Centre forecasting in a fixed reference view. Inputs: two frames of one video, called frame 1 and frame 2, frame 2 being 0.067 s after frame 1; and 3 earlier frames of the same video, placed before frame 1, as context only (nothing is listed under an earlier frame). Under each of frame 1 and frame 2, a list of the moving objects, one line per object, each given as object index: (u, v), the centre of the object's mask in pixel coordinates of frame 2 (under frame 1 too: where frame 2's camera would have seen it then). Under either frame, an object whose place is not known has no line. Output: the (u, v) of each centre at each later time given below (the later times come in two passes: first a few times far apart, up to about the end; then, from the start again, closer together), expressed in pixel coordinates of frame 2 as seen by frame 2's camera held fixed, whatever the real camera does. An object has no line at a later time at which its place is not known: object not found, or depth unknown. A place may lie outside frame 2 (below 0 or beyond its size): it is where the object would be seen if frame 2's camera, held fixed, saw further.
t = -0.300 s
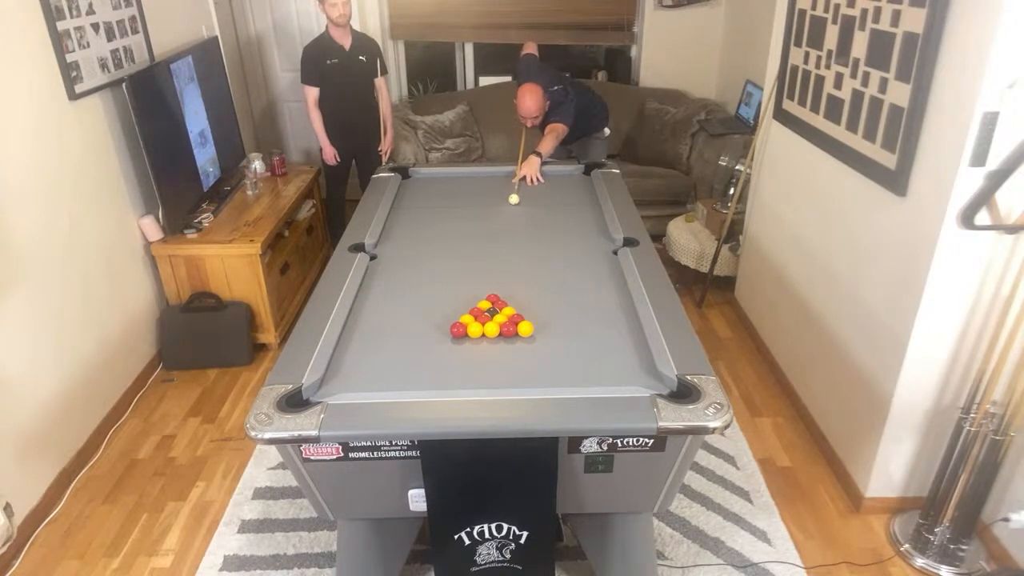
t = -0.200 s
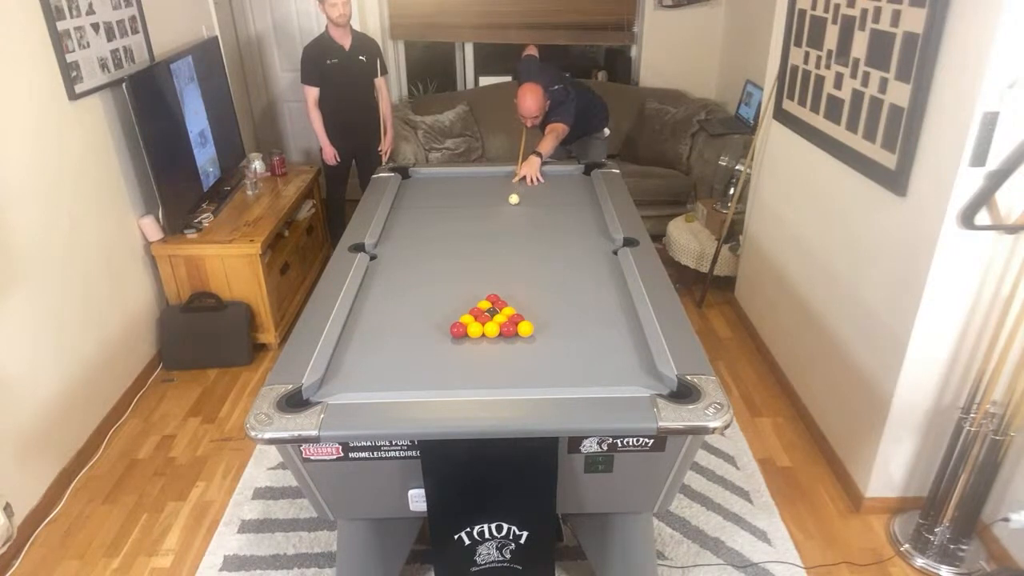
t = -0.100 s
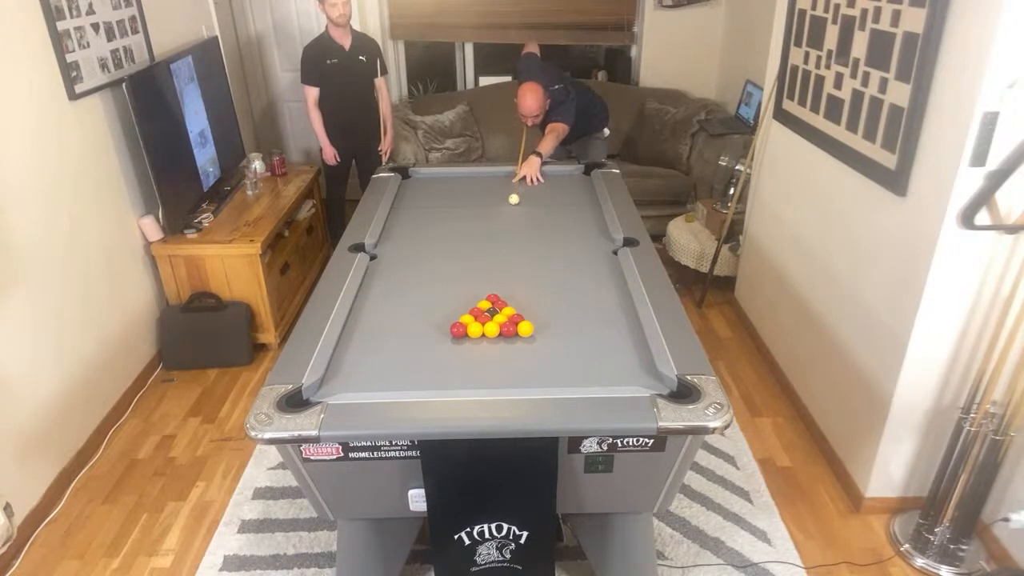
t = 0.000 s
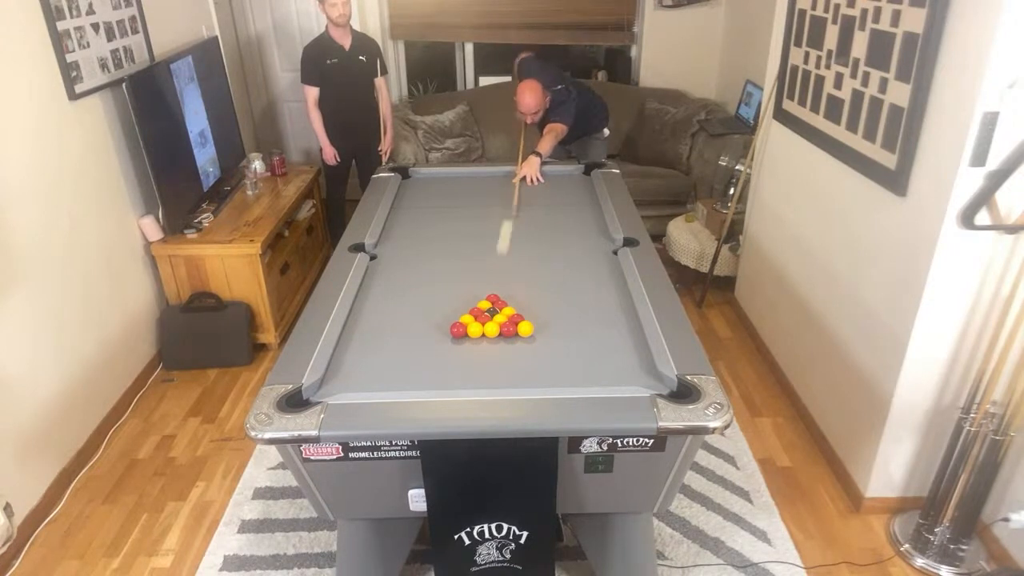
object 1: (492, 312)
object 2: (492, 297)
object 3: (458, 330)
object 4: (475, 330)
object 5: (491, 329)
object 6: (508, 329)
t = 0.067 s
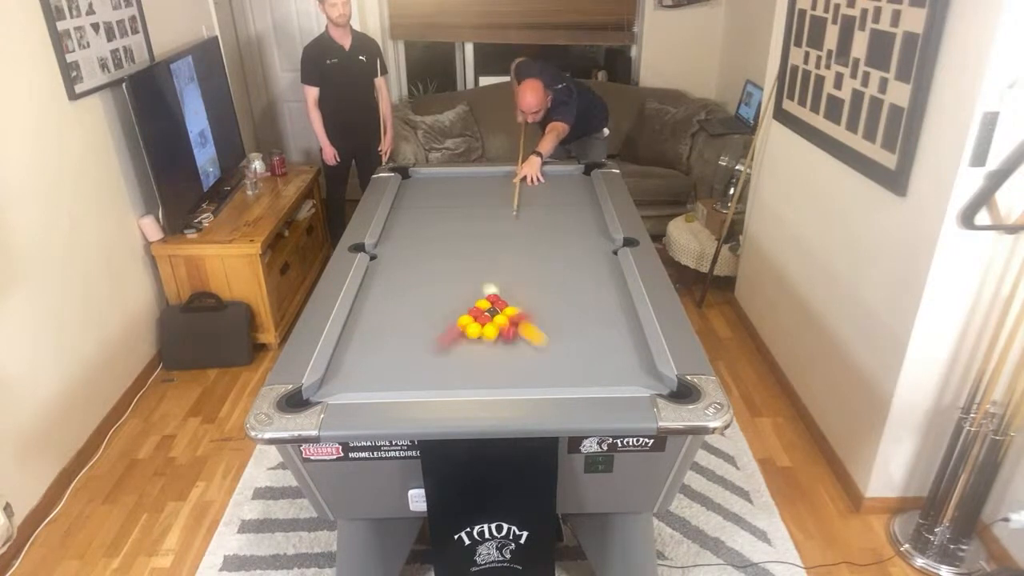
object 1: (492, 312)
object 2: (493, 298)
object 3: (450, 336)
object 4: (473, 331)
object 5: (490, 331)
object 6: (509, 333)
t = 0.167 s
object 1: (495, 314)
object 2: (494, 291)
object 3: (378, 378)
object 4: (464, 336)
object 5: (478, 353)
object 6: (506, 362)
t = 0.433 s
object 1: (498, 314)
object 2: (497, 273)
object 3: (397, 279)
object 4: (440, 350)
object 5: (455, 372)
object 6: (505, 351)
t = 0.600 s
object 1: (500, 314)
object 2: (499, 263)
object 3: (434, 245)
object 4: (425, 358)
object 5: (449, 354)
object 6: (493, 340)
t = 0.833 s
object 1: (501, 314)
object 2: (501, 249)
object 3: (474, 205)
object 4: (404, 370)
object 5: (441, 331)
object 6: (476, 341)
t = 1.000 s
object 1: (502, 313)
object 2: (501, 241)
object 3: (497, 183)
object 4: (389, 379)
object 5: (436, 317)
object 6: (465, 342)
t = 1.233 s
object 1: (501, 314)
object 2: (502, 230)
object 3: (535, 185)
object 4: (370, 386)
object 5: (429, 299)
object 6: (451, 342)
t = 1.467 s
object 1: (501, 313)
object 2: (503, 221)
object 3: (581, 202)
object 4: (360, 382)
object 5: (423, 283)
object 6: (439, 343)
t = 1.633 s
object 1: (501, 314)
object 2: (504, 214)
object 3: (583, 216)
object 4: (353, 378)
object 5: (419, 274)
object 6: (430, 344)
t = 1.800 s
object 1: (501, 314)
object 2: (505, 208)
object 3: (566, 230)
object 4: (352, 377)
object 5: (415, 264)
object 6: (423, 344)
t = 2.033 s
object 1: (501, 314)
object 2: (505, 201)
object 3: (539, 252)
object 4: (355, 377)
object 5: (410, 252)
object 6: (414, 344)
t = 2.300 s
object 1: (501, 314)
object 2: (505, 193)
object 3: (505, 281)
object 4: (357, 376)
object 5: (413, 242)
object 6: (404, 344)
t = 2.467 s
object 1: (501, 314)
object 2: (505, 189)
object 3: (481, 302)
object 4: (357, 376)
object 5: (420, 238)
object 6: (400, 344)
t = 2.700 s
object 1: (501, 314)
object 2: (505, 184)
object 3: (442, 332)
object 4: (357, 376)
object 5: (430, 232)
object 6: (394, 344)
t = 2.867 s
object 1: (501, 314)
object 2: (505, 180)
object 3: (411, 356)
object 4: (357, 376)
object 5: (436, 229)
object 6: (390, 343)
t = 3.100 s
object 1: (501, 314)
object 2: (504, 175)
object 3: (367, 384)
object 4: (355, 375)
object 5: (444, 224)
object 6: (387, 343)
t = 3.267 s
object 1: (501, 314)
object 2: (504, 174)
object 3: (363, 383)
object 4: (368, 367)
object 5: (444, 227)
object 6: (386, 343)
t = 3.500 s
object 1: (501, 314)
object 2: (504, 176)
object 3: (358, 381)
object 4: (394, 358)
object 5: (441, 228)
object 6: (384, 343)
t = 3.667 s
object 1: (501, 314)
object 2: (503, 177)
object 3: (355, 380)
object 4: (410, 351)
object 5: (438, 228)
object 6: (384, 343)
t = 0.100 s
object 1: (493, 312)
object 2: (492, 295)
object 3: (423, 358)
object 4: (470, 332)
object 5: (486, 338)
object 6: (507, 341)
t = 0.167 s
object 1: (495, 314)
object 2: (494, 291)
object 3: (378, 378)
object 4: (464, 336)
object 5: (478, 353)
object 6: (506, 362)
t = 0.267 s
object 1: (496, 315)
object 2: (495, 284)
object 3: (357, 330)
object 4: (455, 341)
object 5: (466, 373)
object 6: (504, 381)
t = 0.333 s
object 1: (497, 315)
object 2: (496, 279)
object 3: (366, 306)
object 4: (449, 345)
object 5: (459, 383)
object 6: (504, 369)
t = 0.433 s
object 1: (498, 314)
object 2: (497, 273)
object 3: (397, 279)
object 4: (440, 350)
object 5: (455, 372)
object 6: (505, 351)
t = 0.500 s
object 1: (499, 314)
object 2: (498, 269)
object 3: (413, 264)
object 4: (433, 353)
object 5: (453, 364)
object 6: (503, 343)
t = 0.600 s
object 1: (500, 314)
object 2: (499, 263)
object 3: (434, 245)
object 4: (425, 358)
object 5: (449, 354)
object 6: (493, 340)
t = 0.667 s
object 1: (500, 314)
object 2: (499, 258)
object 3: (448, 231)
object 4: (419, 362)
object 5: (447, 347)
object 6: (488, 340)
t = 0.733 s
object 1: (501, 314)
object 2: (500, 255)
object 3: (459, 221)
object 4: (413, 365)
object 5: (444, 341)
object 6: (483, 340)
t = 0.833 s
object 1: (501, 314)
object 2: (501, 249)
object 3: (474, 205)
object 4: (404, 370)
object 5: (441, 331)
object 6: (476, 341)
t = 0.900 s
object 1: (502, 314)
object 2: (501, 246)
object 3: (484, 196)
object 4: (398, 374)
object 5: (439, 325)
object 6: (472, 341)
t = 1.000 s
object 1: (502, 313)
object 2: (501, 241)
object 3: (497, 183)
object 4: (389, 379)
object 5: (436, 317)
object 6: (465, 342)
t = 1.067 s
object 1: (502, 314)
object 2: (502, 238)
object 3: (505, 175)
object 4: (383, 382)
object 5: (434, 311)
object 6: (461, 342)
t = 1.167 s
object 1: (502, 314)
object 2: (502, 233)
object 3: (522, 180)
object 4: (374, 385)
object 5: (431, 304)
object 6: (455, 342)
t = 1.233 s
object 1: (501, 314)
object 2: (502, 230)
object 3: (535, 185)
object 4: (370, 386)
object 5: (429, 299)
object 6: (451, 342)
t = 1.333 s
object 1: (501, 314)
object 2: (503, 226)
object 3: (555, 193)
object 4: (366, 384)
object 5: (426, 292)
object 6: (446, 343)
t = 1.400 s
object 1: (501, 314)
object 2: (503, 223)
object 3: (568, 198)
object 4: (362, 383)
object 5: (424, 288)
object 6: (442, 343)
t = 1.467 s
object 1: (501, 313)
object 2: (503, 221)
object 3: (581, 202)
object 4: (360, 382)
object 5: (423, 283)
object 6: (439, 343)
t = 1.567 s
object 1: (501, 314)
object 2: (504, 217)
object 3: (591, 210)
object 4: (356, 380)
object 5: (420, 277)
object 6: (434, 343)
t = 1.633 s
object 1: (501, 314)
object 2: (504, 214)
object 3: (583, 216)
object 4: (353, 378)
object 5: (419, 274)
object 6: (430, 344)
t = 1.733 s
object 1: (501, 314)
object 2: (504, 211)
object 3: (573, 224)
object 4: (351, 377)
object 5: (417, 268)
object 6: (426, 344)
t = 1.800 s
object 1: (501, 314)
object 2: (505, 208)
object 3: (566, 230)
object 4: (352, 377)
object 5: (415, 264)
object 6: (423, 344)
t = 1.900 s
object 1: (501, 314)
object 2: (505, 205)
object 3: (555, 239)
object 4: (354, 377)
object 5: (413, 259)
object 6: (419, 344)
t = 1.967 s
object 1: (501, 314)
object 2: (505, 203)
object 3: (547, 245)
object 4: (355, 377)
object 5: (412, 256)
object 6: (416, 344)
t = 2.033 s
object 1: (501, 314)
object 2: (505, 201)
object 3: (539, 252)
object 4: (355, 377)
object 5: (410, 252)
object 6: (414, 344)
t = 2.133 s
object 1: (501, 314)
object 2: (505, 198)
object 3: (527, 262)
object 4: (356, 377)
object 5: (409, 248)
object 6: (410, 344)
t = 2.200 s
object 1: (501, 314)
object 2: (505, 196)
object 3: (518, 270)
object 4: (356, 376)
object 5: (408, 245)
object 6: (407, 344)
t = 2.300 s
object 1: (501, 314)
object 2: (505, 193)
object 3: (505, 281)
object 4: (357, 376)
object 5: (413, 242)
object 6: (404, 344)
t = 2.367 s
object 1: (501, 314)
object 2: (505, 191)
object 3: (495, 289)
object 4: (357, 376)
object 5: (416, 241)
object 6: (402, 344)
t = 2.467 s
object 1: (501, 314)
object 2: (505, 189)
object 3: (481, 302)
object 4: (357, 376)
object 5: (420, 238)
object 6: (400, 344)
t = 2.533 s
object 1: (501, 314)
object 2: (505, 187)
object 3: (470, 309)
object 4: (357, 376)
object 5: (424, 236)
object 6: (398, 344)
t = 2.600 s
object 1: (501, 314)
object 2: (505, 185)
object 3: (459, 318)
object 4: (357, 376)
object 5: (426, 235)
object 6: (396, 343)
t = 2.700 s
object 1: (501, 314)
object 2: (505, 184)
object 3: (442, 332)
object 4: (357, 376)
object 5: (430, 232)
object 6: (394, 344)
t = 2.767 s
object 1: (501, 314)
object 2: (505, 182)
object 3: (430, 342)
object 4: (357, 376)
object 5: (433, 231)
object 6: (392, 343)
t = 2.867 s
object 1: (501, 314)
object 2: (505, 180)
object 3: (411, 356)
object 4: (357, 376)
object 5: (436, 229)
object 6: (390, 343)
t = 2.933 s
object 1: (501, 314)
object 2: (505, 179)
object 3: (398, 367)
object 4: (357, 376)
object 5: (439, 227)
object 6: (389, 343)
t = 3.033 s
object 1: (501, 314)
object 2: (504, 176)
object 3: (378, 383)
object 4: (357, 376)
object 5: (442, 226)
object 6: (388, 343)
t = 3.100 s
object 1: (501, 314)
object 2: (504, 175)
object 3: (367, 384)
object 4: (355, 375)
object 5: (444, 224)
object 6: (387, 343)
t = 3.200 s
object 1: (501, 314)
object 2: (504, 174)
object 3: (365, 383)
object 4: (360, 369)
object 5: (444, 226)
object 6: (386, 343)
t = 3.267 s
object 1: (501, 314)
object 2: (504, 174)
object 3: (363, 383)
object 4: (368, 367)
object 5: (444, 227)
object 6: (386, 343)
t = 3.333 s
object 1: (501, 314)
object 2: (504, 174)
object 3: (362, 382)
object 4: (376, 364)
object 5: (444, 228)
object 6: (385, 343)
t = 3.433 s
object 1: (501, 314)
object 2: (504, 175)
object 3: (359, 382)
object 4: (387, 360)
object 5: (442, 228)
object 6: (385, 343)
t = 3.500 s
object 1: (501, 314)
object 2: (504, 176)
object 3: (358, 381)
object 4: (394, 358)
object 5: (441, 228)
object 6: (384, 343)
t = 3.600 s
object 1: (501, 314)
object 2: (504, 176)
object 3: (356, 381)
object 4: (403, 354)
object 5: (439, 228)
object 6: (384, 343)
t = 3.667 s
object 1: (501, 314)
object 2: (503, 177)
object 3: (355, 380)
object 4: (410, 351)
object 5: (438, 228)
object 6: (384, 343)
